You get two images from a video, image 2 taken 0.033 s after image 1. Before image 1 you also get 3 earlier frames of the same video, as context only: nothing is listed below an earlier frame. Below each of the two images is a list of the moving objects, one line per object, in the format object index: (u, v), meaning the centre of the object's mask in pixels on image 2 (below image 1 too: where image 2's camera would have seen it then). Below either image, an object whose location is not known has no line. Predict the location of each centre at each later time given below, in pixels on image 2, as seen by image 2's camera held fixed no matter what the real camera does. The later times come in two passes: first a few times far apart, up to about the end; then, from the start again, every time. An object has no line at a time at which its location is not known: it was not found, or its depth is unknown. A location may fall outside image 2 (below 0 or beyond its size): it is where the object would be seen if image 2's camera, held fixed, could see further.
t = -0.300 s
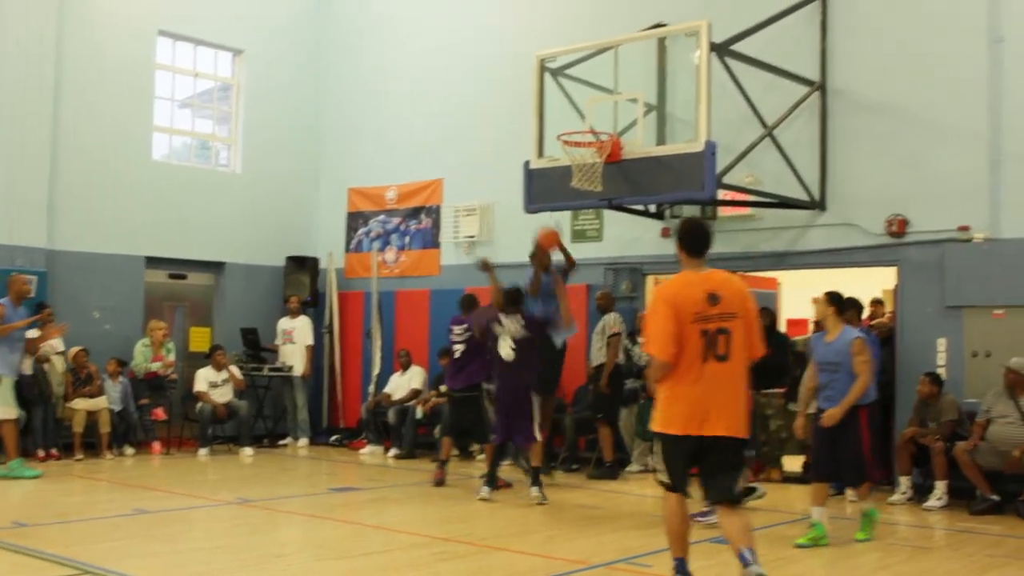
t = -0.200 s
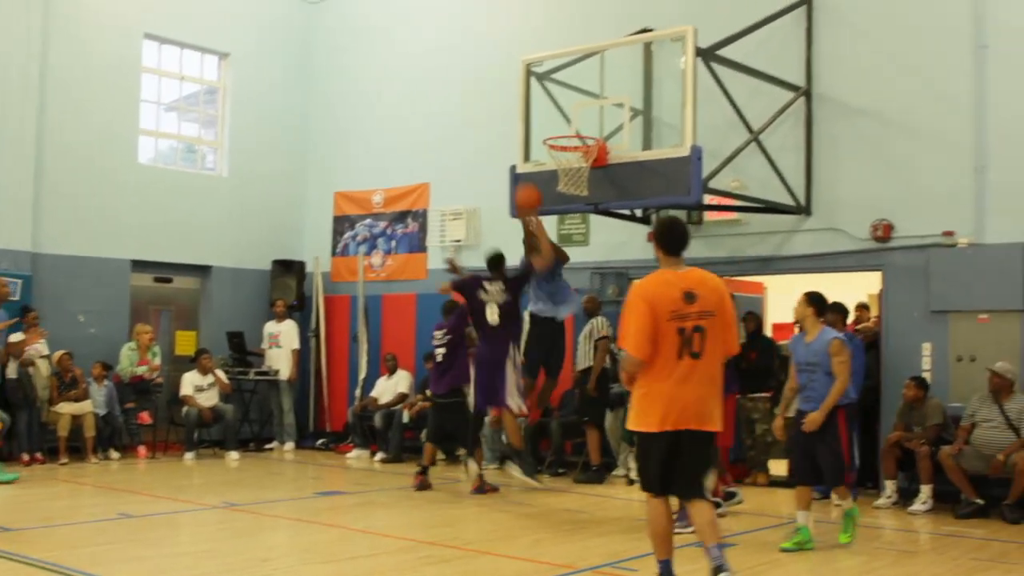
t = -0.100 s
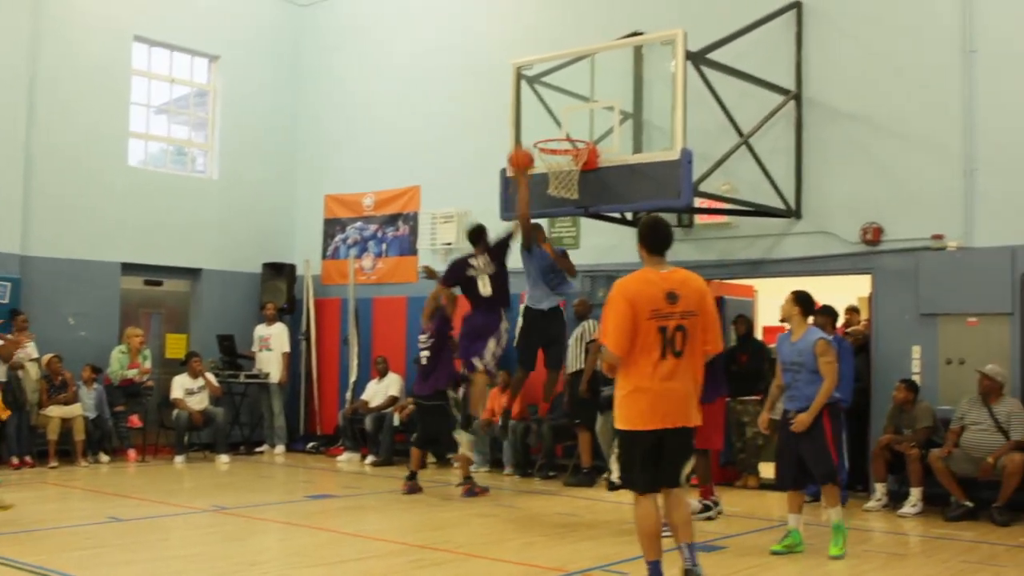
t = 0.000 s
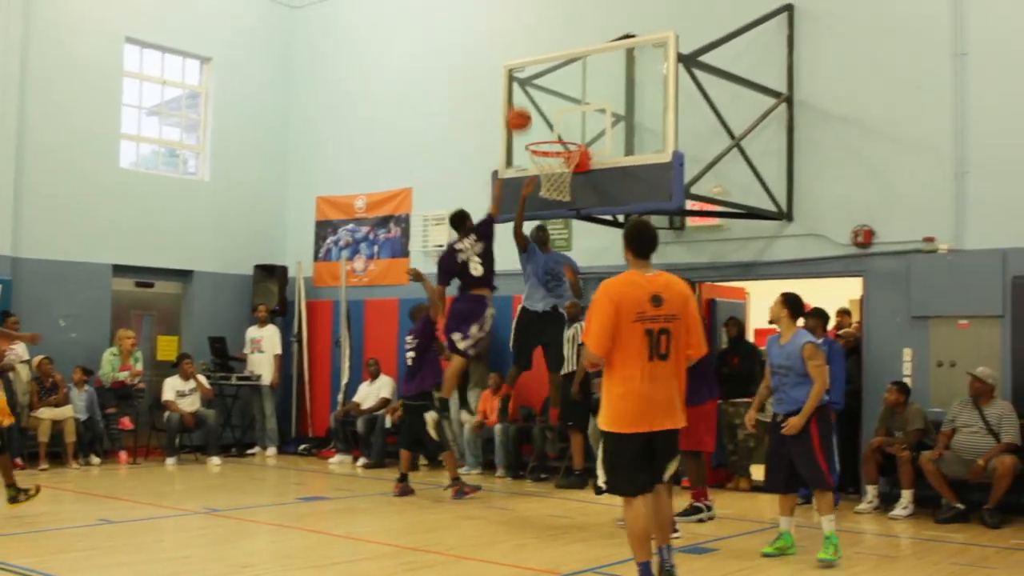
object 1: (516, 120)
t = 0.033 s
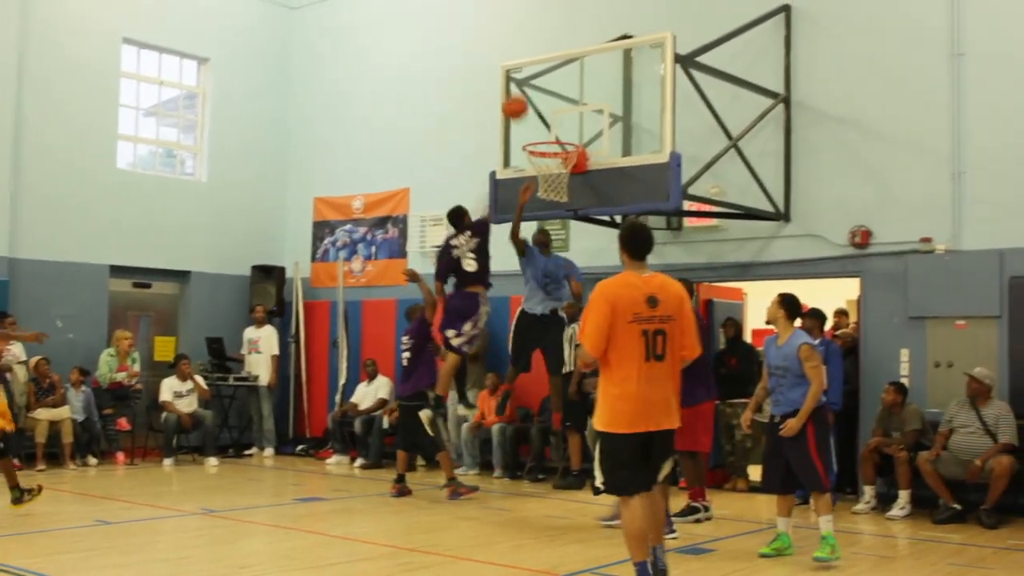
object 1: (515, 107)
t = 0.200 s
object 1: (486, 71)
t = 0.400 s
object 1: (433, 76)
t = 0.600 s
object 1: (378, 123)
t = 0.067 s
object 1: (514, 94)
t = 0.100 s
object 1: (512, 85)
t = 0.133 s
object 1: (504, 79)
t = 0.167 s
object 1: (496, 75)
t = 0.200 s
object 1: (486, 71)
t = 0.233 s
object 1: (478, 69)
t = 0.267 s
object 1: (469, 68)
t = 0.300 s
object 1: (460, 68)
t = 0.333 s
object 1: (451, 69)
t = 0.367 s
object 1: (442, 72)
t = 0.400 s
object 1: (433, 76)
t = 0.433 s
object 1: (424, 81)
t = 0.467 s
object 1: (414, 87)
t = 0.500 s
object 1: (405, 94)
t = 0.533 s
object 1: (396, 103)
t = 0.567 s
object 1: (387, 112)
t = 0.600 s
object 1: (378, 123)
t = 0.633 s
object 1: (369, 135)
